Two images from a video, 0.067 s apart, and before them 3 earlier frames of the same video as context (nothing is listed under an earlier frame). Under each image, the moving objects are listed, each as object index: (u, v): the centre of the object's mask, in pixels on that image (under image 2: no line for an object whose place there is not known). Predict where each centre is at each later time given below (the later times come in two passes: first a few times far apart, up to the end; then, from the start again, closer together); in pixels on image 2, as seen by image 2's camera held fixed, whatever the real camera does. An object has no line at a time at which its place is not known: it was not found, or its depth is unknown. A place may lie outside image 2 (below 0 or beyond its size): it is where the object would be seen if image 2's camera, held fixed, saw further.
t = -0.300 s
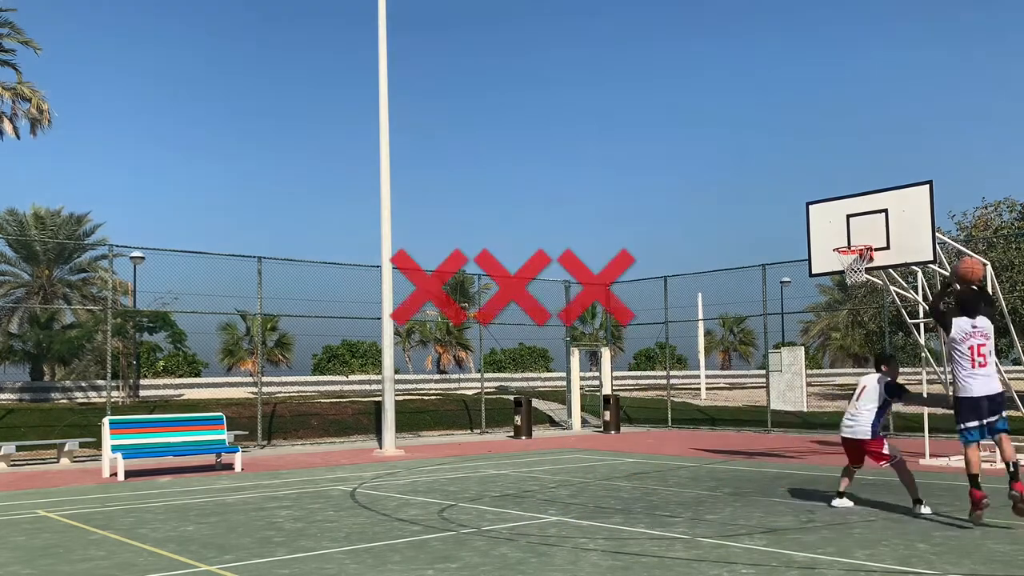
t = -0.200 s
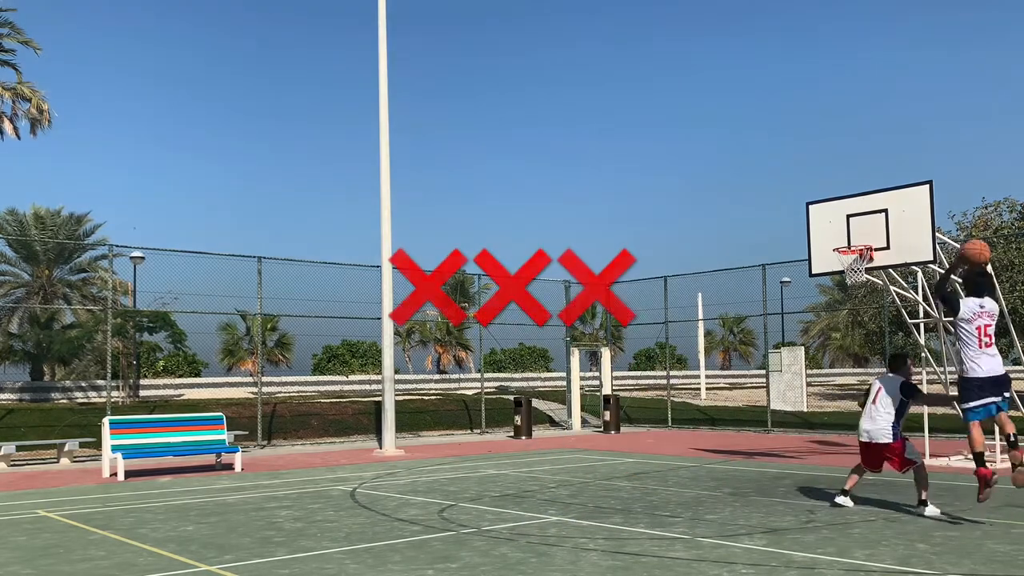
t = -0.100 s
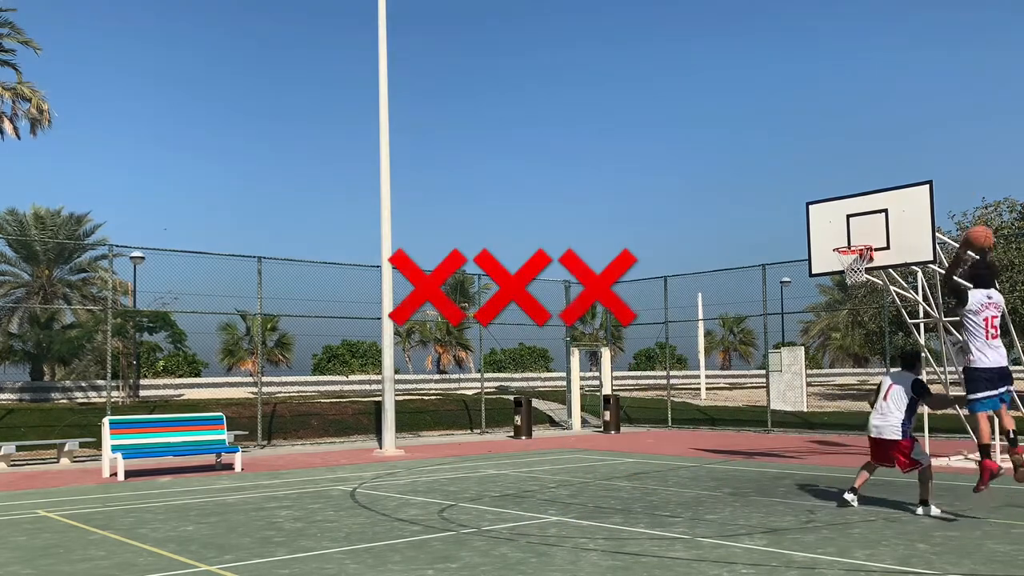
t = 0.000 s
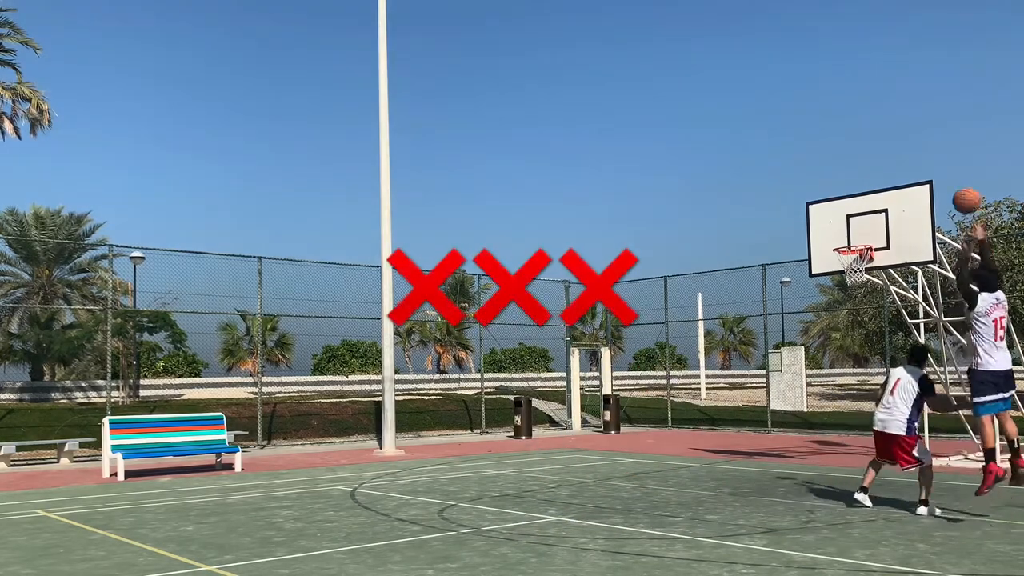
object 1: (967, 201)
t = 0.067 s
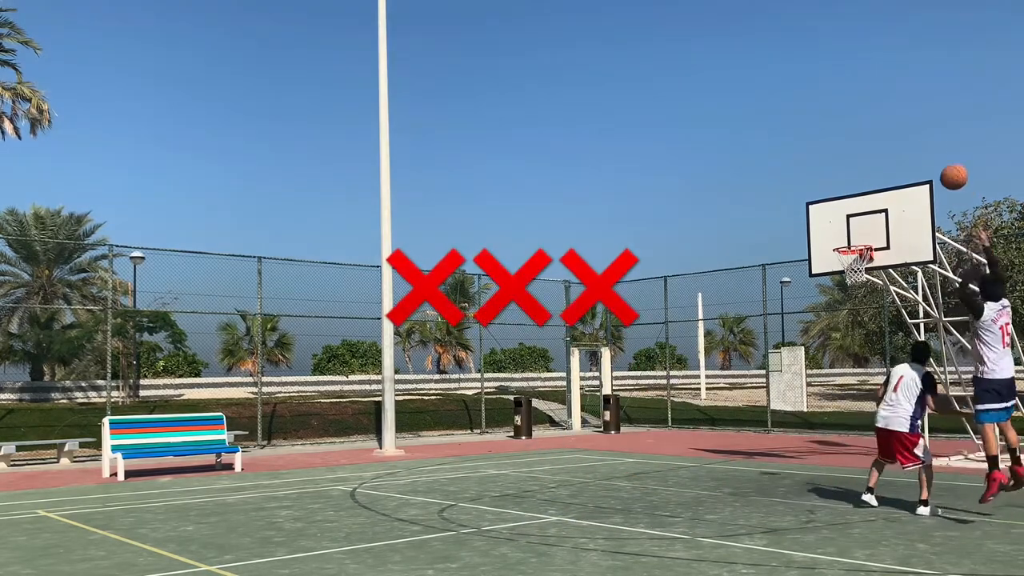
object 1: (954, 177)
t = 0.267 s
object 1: (921, 141)
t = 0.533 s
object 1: (889, 153)
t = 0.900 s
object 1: (855, 241)
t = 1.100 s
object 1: (798, 242)
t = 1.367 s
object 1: (722, 288)
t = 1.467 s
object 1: (693, 319)
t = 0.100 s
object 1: (947, 168)
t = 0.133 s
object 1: (942, 160)
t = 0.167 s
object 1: (937, 153)
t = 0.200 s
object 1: (932, 148)
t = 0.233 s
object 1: (926, 143)
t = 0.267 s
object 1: (921, 141)
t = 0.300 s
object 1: (916, 139)
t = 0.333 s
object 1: (913, 138)
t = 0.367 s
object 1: (908, 138)
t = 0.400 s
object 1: (904, 139)
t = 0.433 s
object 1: (900, 141)
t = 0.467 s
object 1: (896, 144)
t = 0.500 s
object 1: (892, 148)
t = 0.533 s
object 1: (889, 153)
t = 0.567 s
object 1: (886, 158)
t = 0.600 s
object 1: (882, 164)
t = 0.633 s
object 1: (879, 171)
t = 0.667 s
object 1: (876, 179)
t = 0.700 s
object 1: (873, 187)
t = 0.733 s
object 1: (870, 196)
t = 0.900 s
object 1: (855, 241)
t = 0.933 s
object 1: (845, 240)
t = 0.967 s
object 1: (836, 239)
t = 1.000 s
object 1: (827, 238)
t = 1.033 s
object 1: (818, 239)
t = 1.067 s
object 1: (808, 240)
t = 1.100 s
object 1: (798, 242)
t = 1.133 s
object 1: (789, 245)
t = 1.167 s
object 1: (779, 248)
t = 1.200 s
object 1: (770, 252)
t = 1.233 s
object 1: (760, 258)
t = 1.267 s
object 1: (750, 264)
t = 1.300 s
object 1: (741, 271)
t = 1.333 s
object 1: (732, 279)
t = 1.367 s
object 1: (722, 288)
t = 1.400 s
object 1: (712, 298)
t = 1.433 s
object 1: (703, 308)
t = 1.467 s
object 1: (693, 319)
